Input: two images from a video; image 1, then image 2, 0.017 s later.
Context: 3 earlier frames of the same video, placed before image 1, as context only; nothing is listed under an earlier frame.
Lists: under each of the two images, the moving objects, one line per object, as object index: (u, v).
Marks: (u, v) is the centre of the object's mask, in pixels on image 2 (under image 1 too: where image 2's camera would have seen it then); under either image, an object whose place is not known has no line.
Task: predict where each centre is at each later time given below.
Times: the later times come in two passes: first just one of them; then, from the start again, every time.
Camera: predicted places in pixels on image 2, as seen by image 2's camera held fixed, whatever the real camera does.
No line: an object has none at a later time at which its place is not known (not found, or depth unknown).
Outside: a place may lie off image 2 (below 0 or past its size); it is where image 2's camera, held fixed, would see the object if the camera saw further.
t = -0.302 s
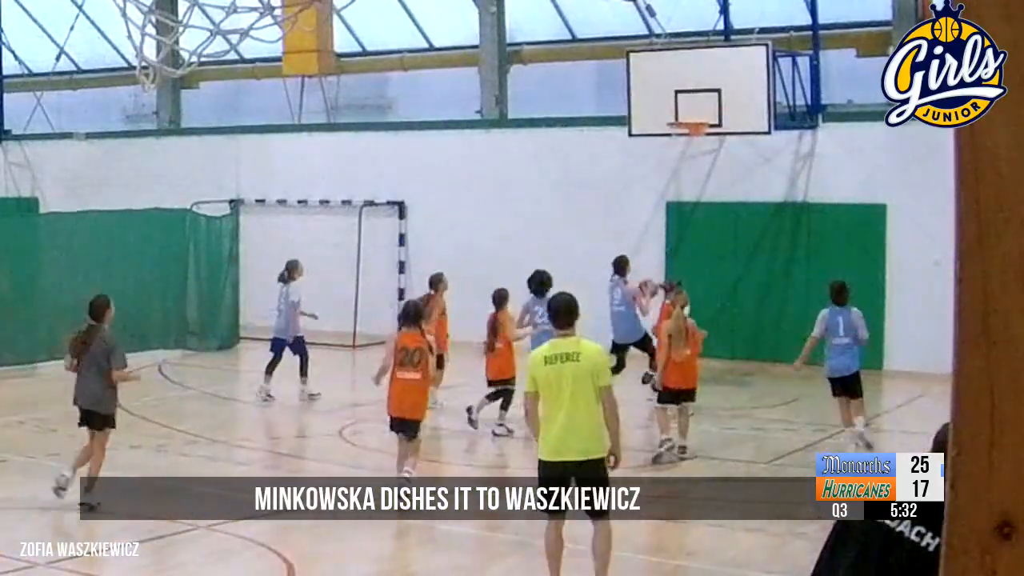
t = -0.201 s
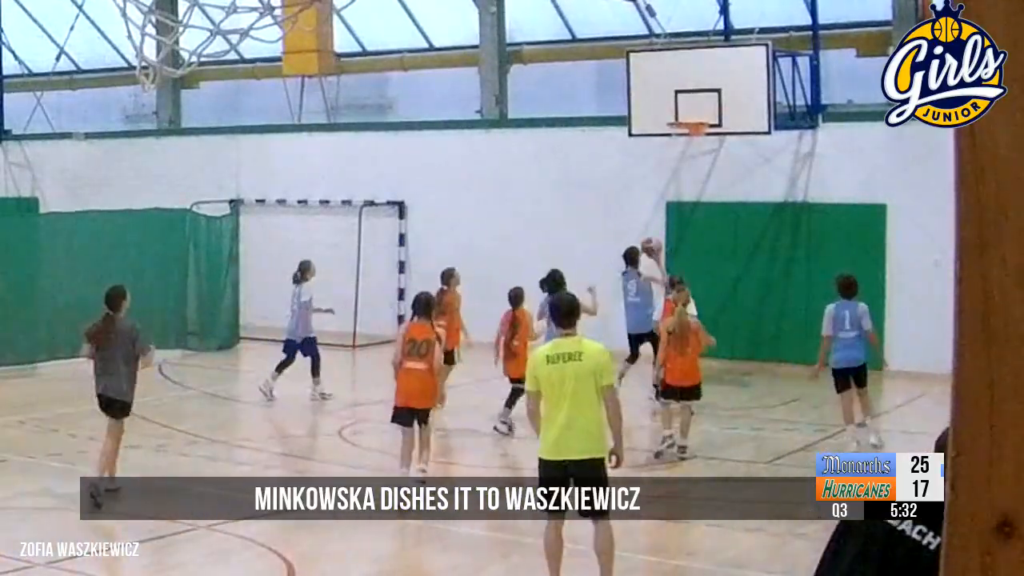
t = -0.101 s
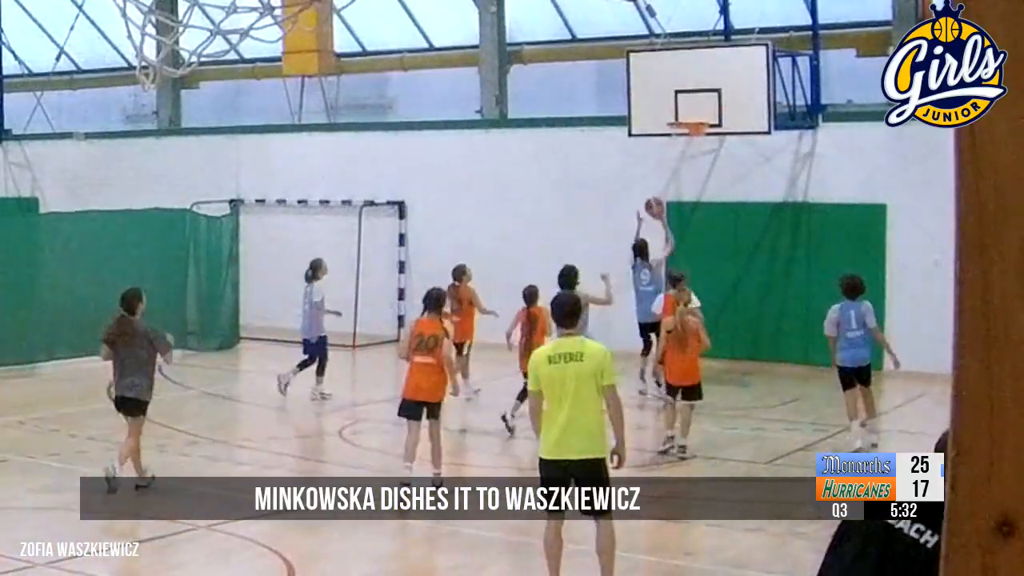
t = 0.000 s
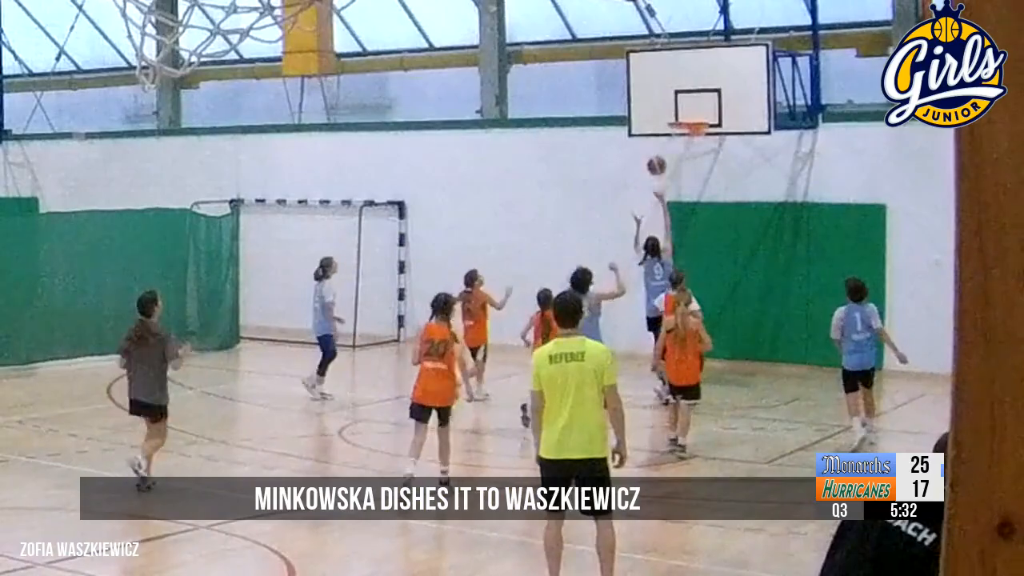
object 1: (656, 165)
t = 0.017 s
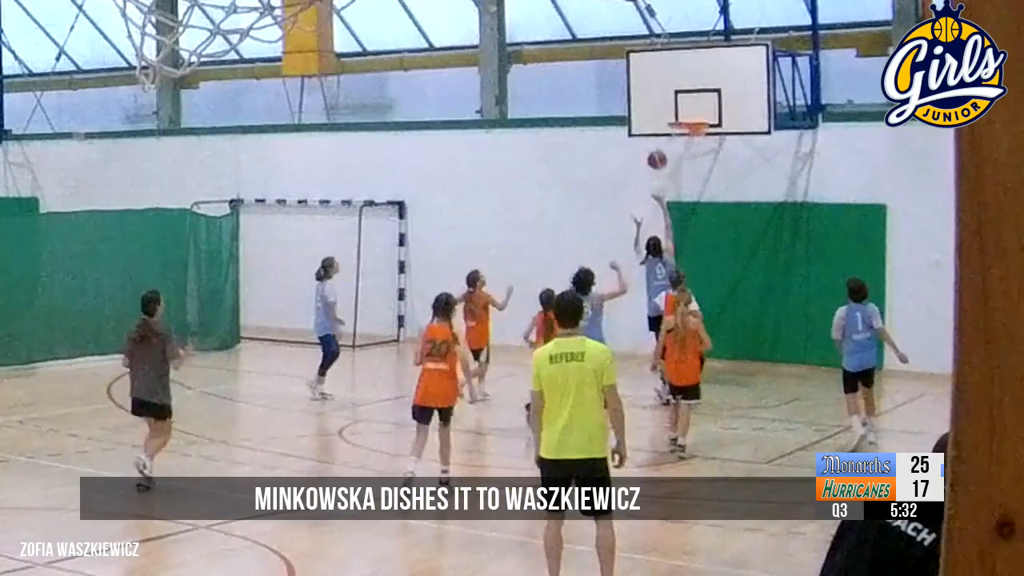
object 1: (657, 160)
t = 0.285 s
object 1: (662, 99)
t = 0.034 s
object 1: (657, 154)
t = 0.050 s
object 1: (658, 149)
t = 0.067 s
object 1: (658, 144)
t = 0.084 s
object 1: (659, 139)
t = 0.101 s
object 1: (659, 134)
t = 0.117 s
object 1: (659, 129)
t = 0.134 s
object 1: (659, 126)
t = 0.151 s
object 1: (660, 122)
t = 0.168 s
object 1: (660, 118)
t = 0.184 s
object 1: (661, 115)
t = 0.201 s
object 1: (661, 112)
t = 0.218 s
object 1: (661, 109)
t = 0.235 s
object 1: (661, 106)
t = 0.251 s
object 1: (662, 104)
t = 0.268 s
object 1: (662, 100)
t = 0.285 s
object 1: (662, 99)
